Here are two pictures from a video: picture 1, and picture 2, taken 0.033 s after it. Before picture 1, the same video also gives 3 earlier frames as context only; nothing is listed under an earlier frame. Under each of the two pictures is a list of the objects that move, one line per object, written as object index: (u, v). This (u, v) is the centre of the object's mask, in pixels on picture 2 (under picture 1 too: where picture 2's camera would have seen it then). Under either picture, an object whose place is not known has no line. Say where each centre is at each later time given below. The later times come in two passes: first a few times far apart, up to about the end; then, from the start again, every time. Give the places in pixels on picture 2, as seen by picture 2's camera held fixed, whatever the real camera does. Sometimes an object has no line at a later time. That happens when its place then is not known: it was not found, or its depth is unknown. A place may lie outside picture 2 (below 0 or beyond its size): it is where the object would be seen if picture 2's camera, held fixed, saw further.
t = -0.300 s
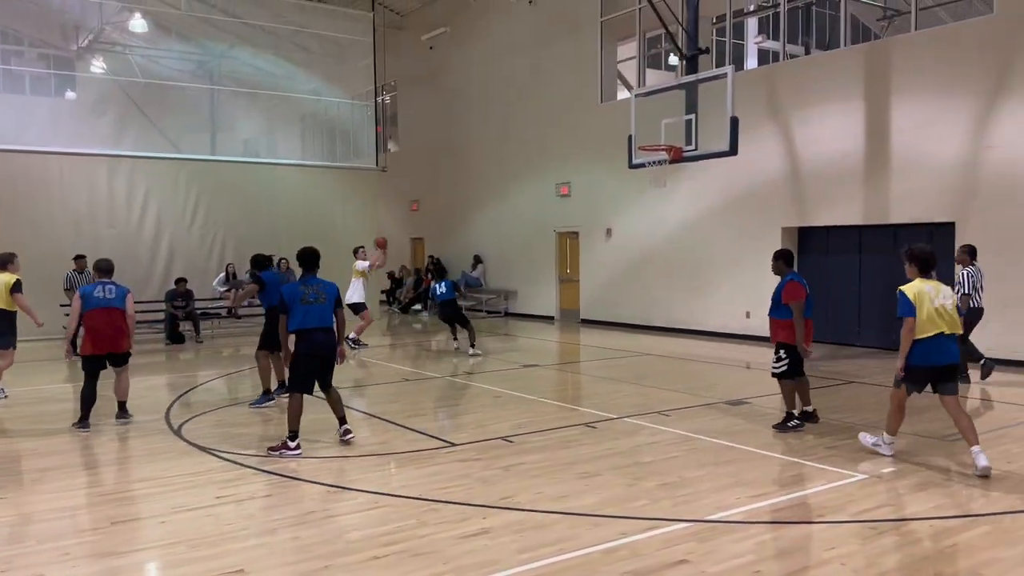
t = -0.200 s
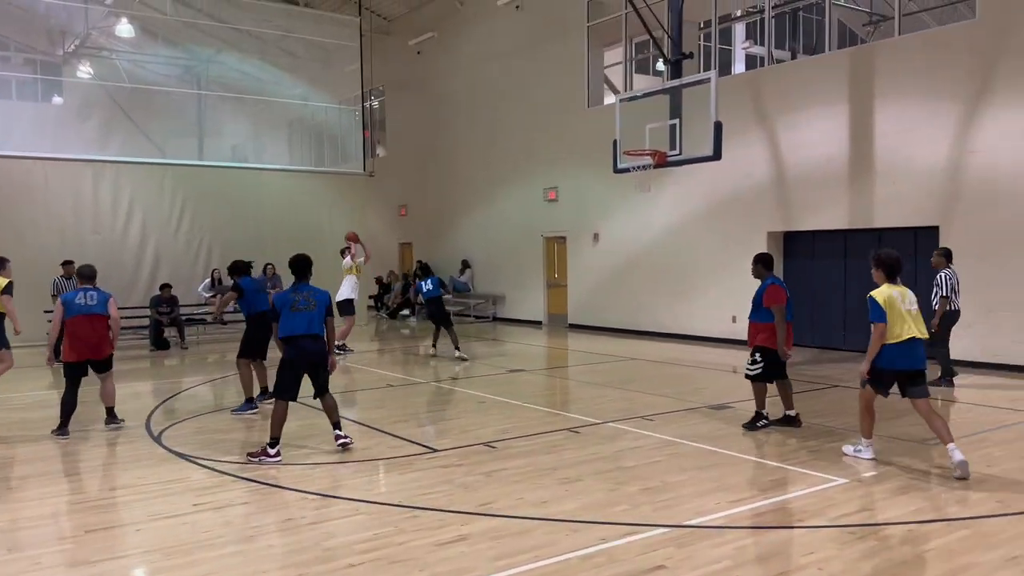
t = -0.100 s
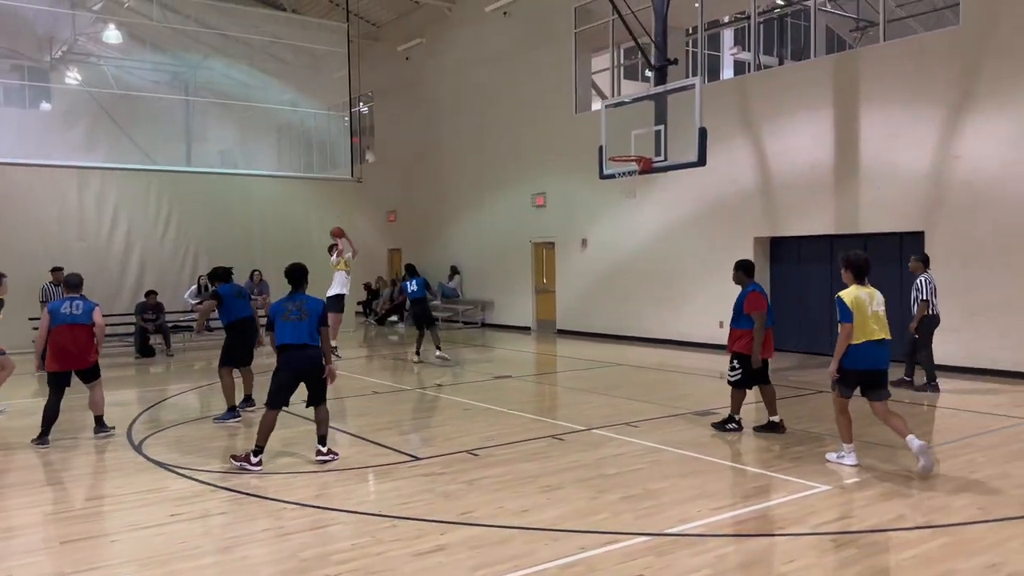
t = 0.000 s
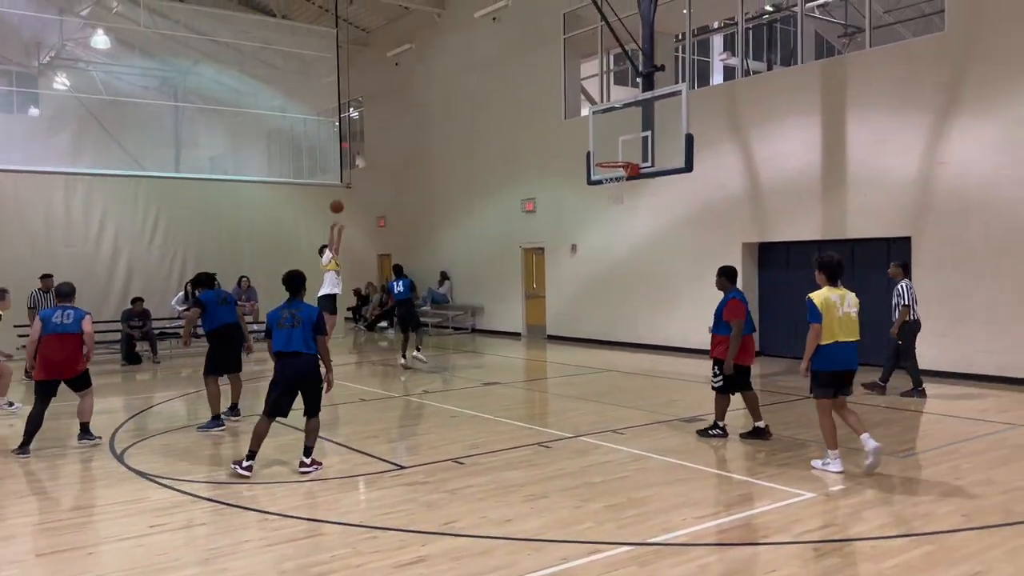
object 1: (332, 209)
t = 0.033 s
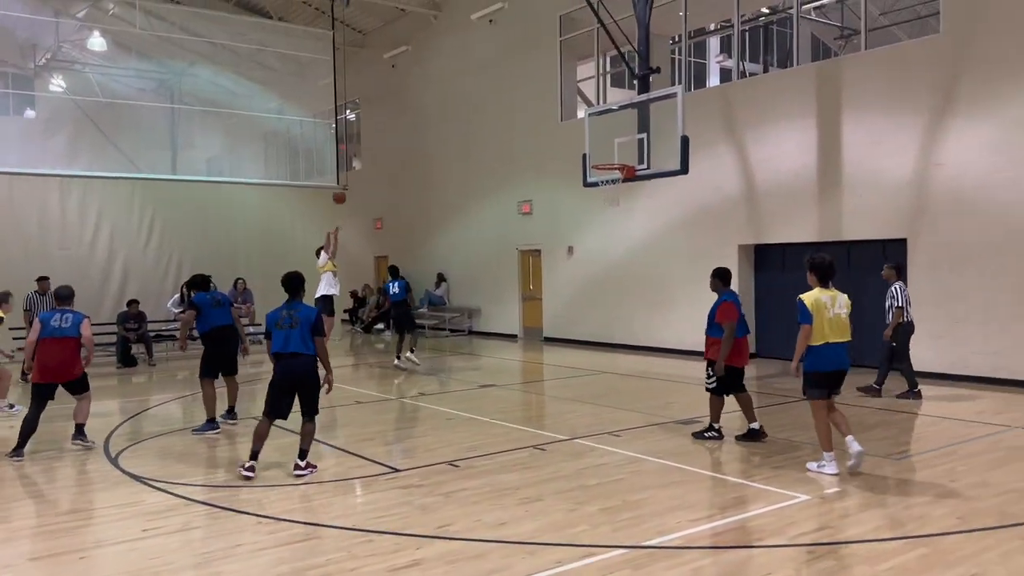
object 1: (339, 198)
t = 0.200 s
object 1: (369, 147)
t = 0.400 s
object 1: (413, 103)
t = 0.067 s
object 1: (345, 186)
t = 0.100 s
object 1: (351, 176)
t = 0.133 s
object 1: (357, 166)
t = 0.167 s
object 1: (363, 156)
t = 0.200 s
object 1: (369, 147)
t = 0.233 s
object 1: (377, 138)
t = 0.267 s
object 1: (384, 130)
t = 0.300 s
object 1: (391, 122)
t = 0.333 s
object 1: (398, 116)
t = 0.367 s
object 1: (405, 109)
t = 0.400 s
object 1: (413, 103)
